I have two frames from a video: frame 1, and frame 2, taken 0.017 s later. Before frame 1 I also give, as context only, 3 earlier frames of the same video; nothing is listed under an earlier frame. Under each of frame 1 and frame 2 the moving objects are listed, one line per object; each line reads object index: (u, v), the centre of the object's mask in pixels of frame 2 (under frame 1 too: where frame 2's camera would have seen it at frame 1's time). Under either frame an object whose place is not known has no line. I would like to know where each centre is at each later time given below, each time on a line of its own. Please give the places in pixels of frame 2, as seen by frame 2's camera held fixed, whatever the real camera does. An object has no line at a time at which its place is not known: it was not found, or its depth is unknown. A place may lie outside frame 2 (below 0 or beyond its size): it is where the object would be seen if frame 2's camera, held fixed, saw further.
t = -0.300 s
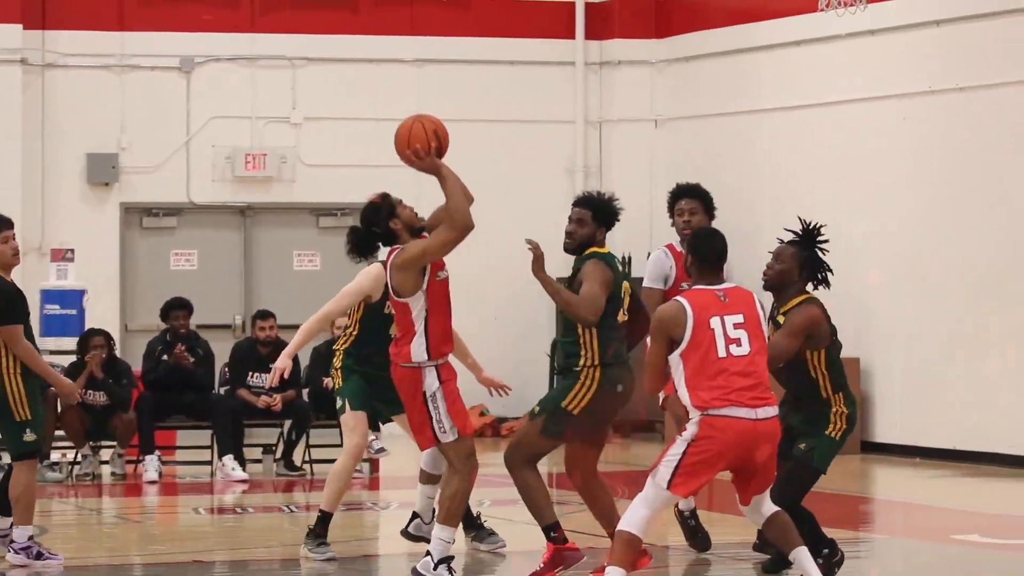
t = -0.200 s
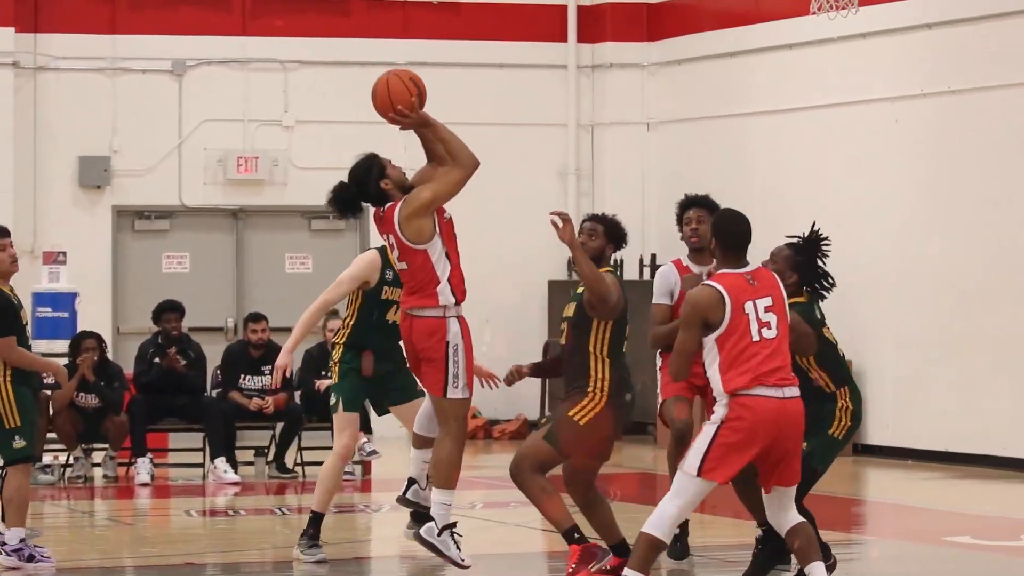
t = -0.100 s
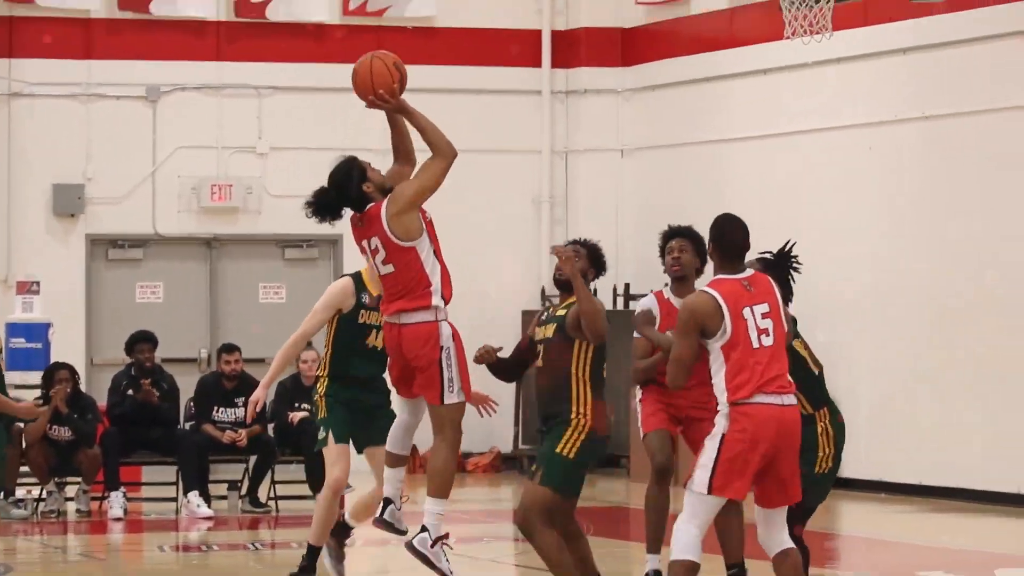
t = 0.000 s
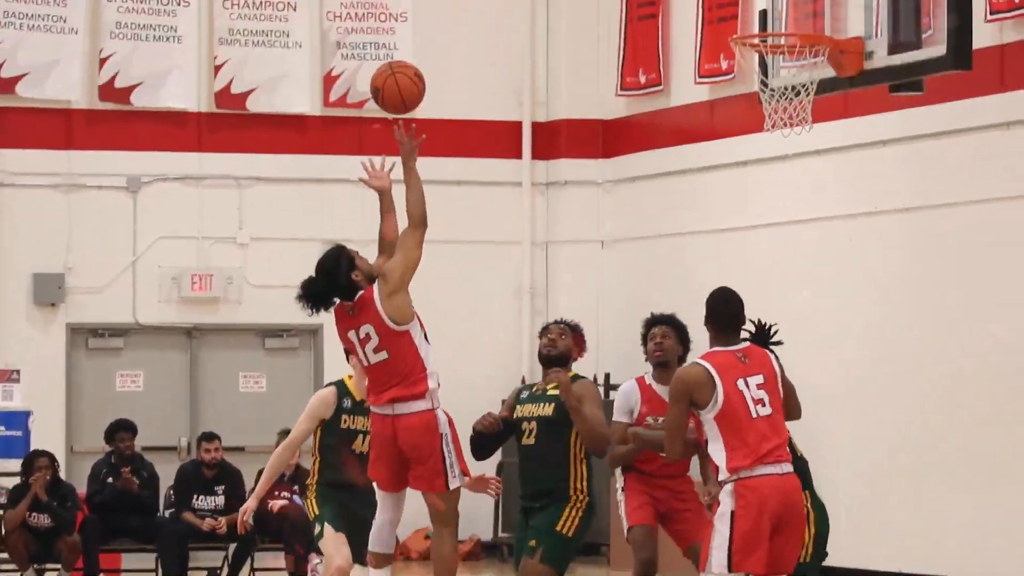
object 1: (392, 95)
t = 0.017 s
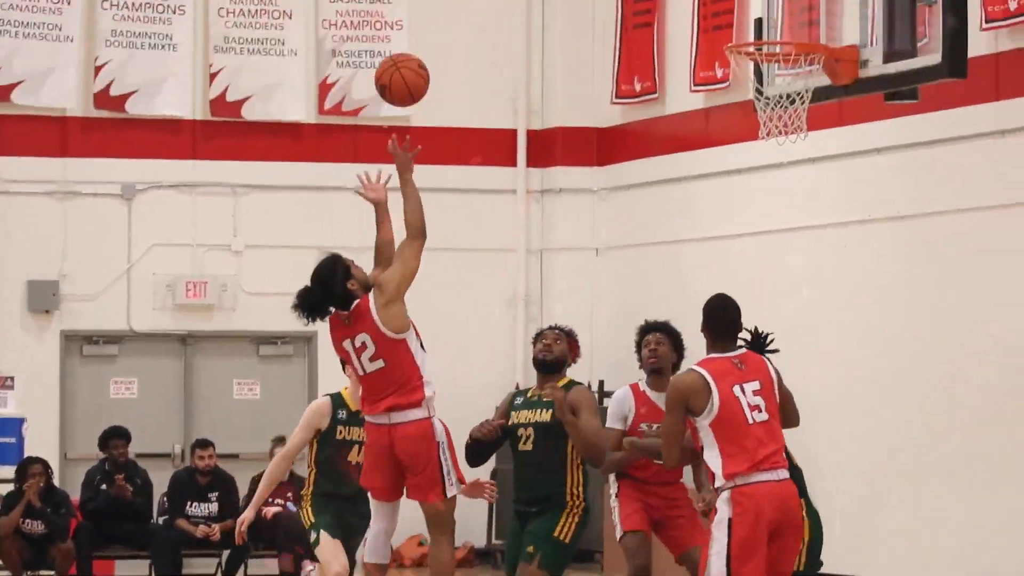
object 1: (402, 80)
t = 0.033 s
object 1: (411, 65)
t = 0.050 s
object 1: (419, 52)
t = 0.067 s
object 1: (427, 38)
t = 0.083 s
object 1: (436, 25)
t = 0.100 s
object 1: (446, 12)
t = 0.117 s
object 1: (455, 1)
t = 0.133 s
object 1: (464, -10)
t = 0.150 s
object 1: (473, -21)
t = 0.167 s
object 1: (481, -30)
